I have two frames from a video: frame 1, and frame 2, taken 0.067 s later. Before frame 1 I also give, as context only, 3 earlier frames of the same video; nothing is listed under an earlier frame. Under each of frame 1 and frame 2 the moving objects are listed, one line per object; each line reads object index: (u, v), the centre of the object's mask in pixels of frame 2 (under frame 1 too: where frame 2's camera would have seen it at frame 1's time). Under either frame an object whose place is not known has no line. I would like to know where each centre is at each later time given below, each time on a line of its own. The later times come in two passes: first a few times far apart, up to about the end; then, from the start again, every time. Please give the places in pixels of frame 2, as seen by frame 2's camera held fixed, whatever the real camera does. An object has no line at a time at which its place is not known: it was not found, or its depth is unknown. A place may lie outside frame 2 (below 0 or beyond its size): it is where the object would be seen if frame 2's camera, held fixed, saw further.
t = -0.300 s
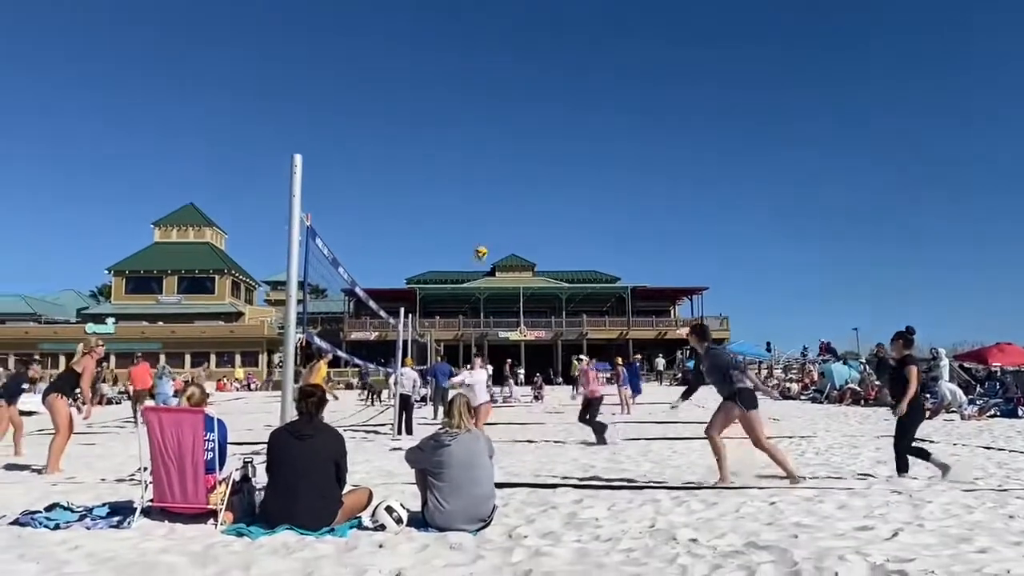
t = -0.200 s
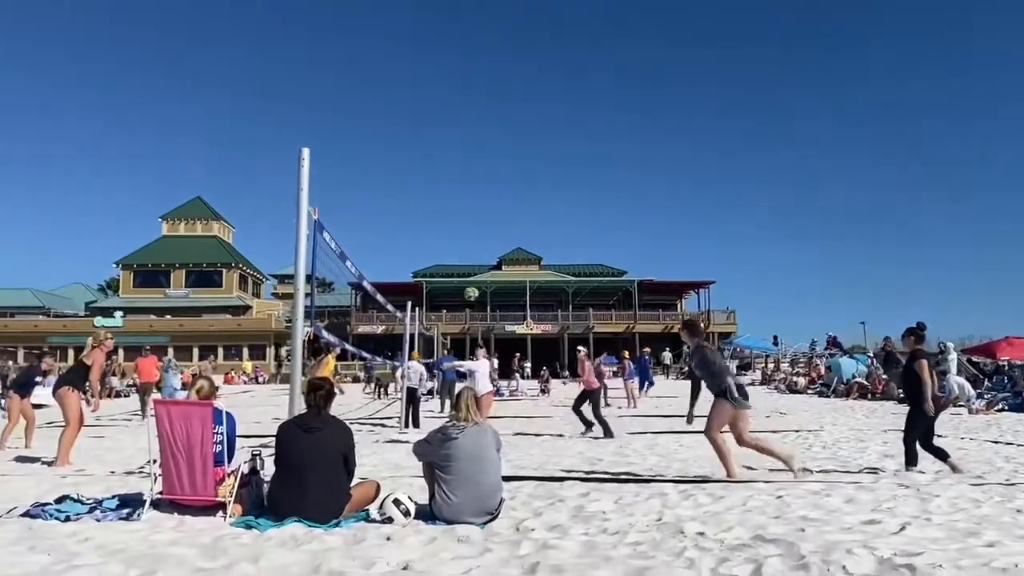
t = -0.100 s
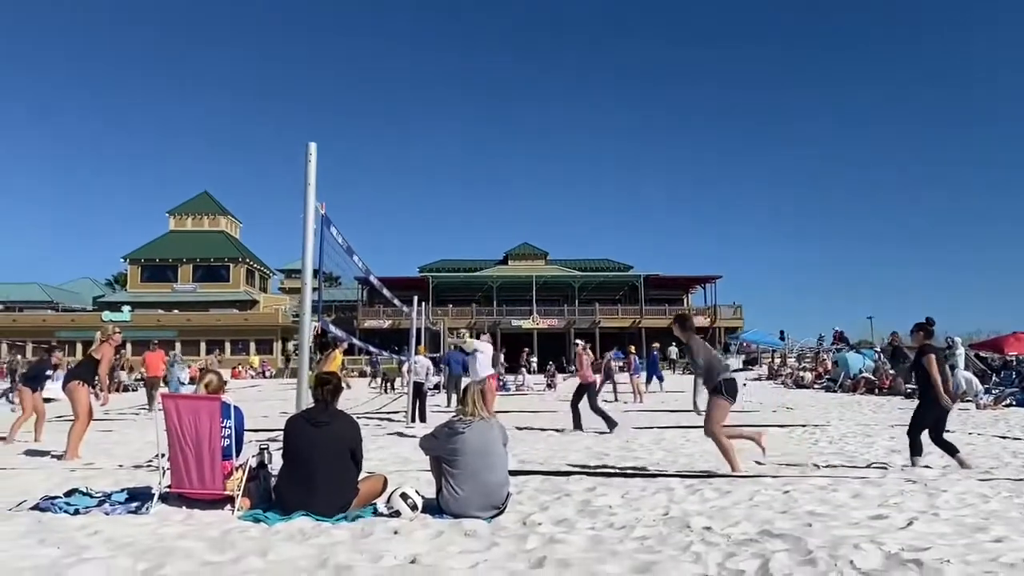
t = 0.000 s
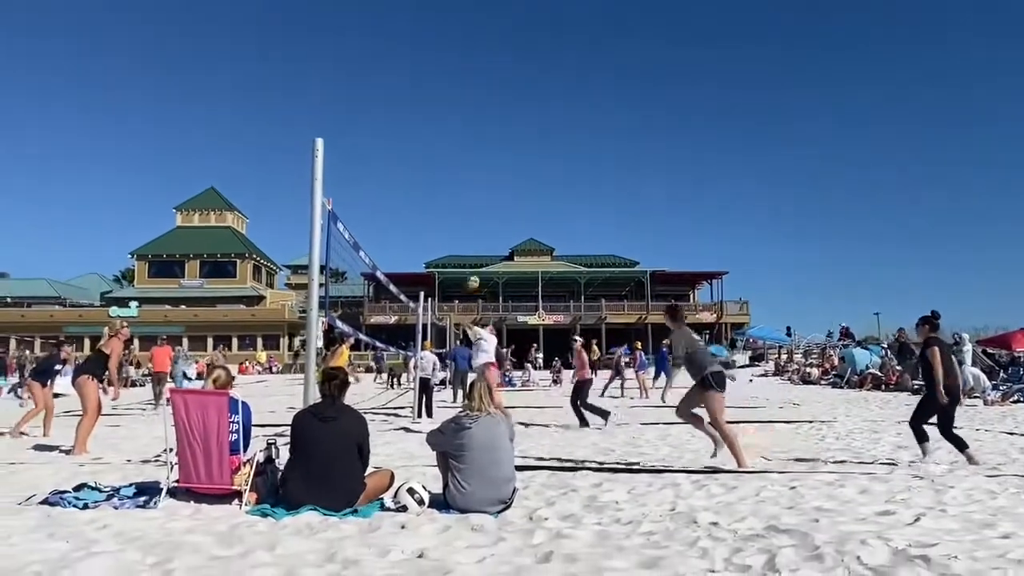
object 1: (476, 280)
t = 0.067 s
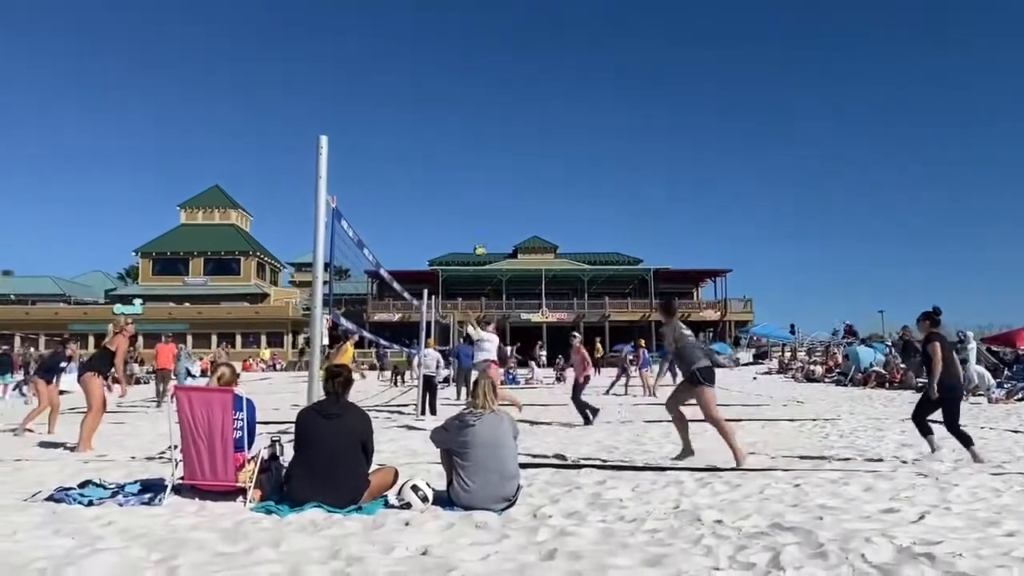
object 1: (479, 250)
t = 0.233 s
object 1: (485, 197)
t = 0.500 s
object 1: (491, 152)
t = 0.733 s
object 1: (493, 149)
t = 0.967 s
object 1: (494, 176)
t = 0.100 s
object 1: (479, 238)
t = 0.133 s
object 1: (481, 226)
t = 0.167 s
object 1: (482, 215)
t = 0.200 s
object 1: (484, 206)
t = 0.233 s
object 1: (485, 197)
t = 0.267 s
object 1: (486, 189)
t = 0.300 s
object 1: (486, 181)
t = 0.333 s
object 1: (488, 174)
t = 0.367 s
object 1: (489, 168)
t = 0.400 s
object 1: (490, 163)
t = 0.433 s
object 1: (491, 158)
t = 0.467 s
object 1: (490, 155)
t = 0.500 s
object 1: (491, 152)
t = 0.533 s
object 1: (492, 149)
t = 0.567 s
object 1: (493, 147)
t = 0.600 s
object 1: (492, 146)
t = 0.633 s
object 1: (492, 146)
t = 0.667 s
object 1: (492, 146)
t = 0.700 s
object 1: (493, 147)
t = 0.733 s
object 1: (493, 149)
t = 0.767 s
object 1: (493, 151)
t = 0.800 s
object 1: (493, 154)
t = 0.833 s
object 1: (493, 156)
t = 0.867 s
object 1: (493, 160)
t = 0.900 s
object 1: (493, 166)
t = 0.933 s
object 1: (493, 171)
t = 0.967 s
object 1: (494, 176)
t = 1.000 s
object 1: (494, 183)
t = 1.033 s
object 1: (494, 190)
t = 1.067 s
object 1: (493, 198)
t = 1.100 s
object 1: (493, 207)
